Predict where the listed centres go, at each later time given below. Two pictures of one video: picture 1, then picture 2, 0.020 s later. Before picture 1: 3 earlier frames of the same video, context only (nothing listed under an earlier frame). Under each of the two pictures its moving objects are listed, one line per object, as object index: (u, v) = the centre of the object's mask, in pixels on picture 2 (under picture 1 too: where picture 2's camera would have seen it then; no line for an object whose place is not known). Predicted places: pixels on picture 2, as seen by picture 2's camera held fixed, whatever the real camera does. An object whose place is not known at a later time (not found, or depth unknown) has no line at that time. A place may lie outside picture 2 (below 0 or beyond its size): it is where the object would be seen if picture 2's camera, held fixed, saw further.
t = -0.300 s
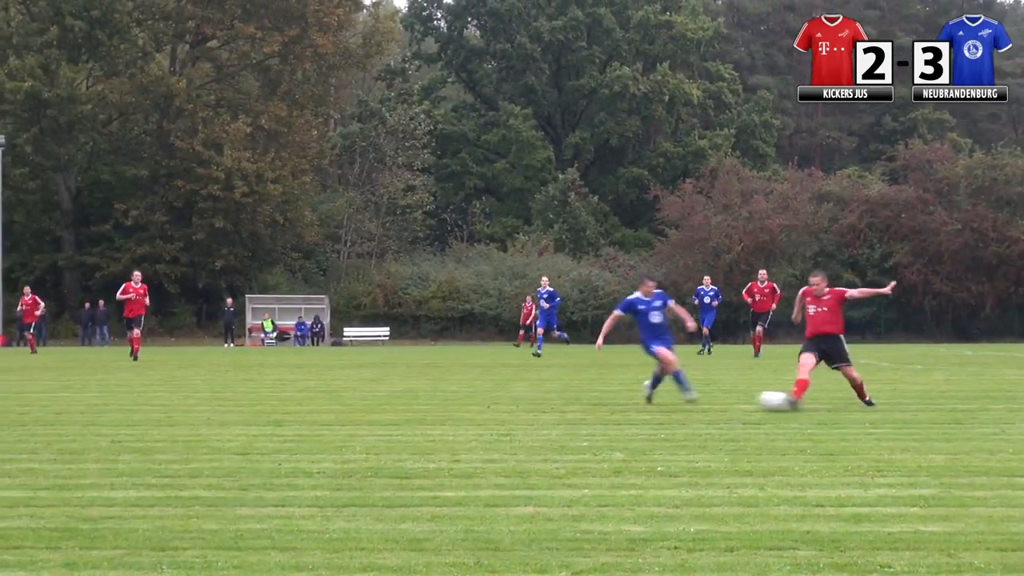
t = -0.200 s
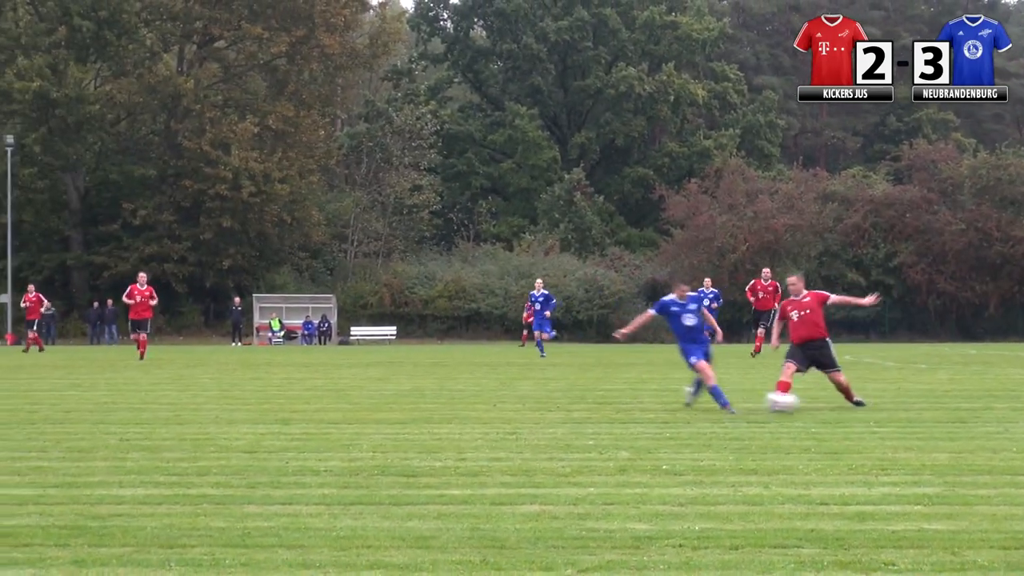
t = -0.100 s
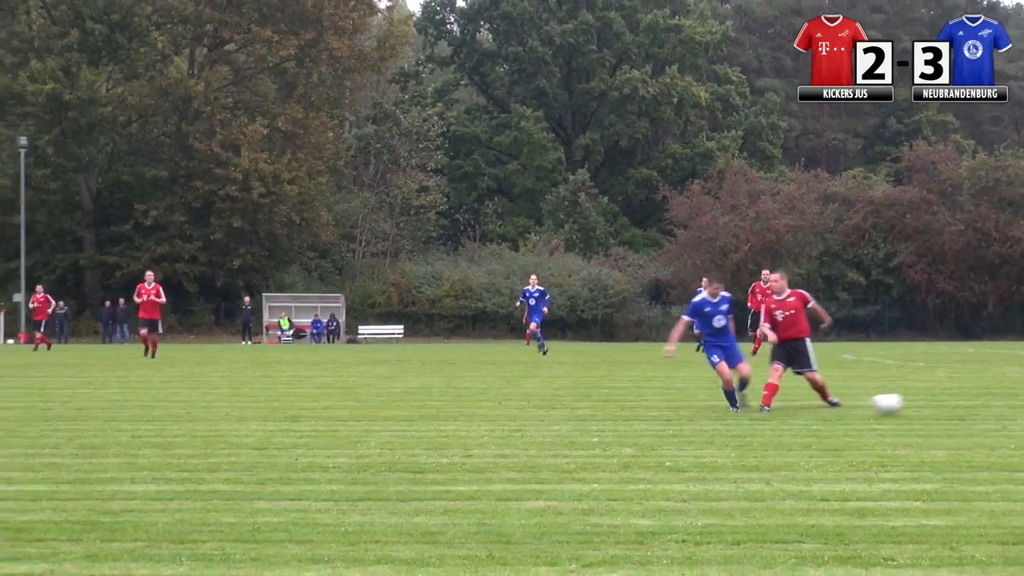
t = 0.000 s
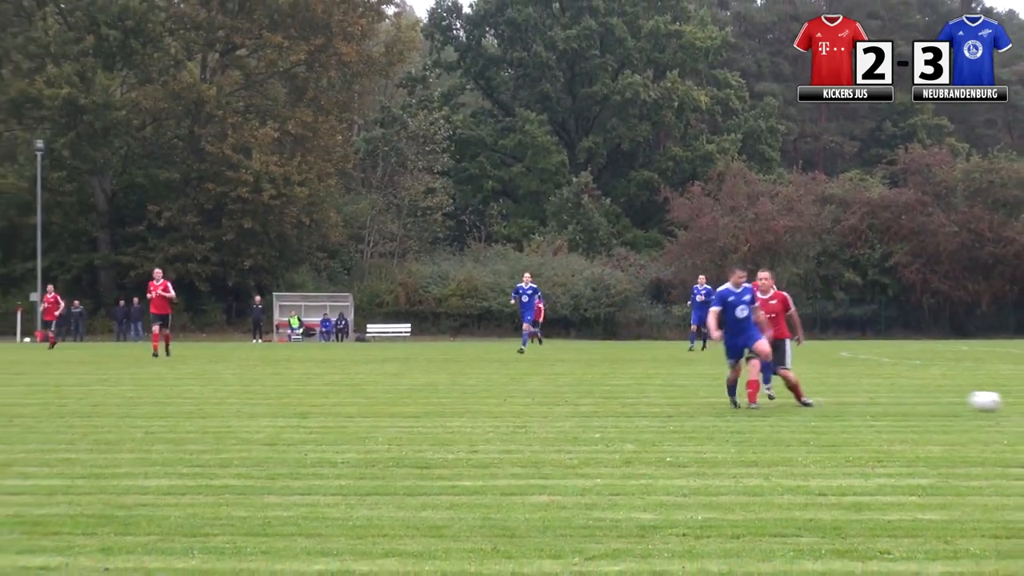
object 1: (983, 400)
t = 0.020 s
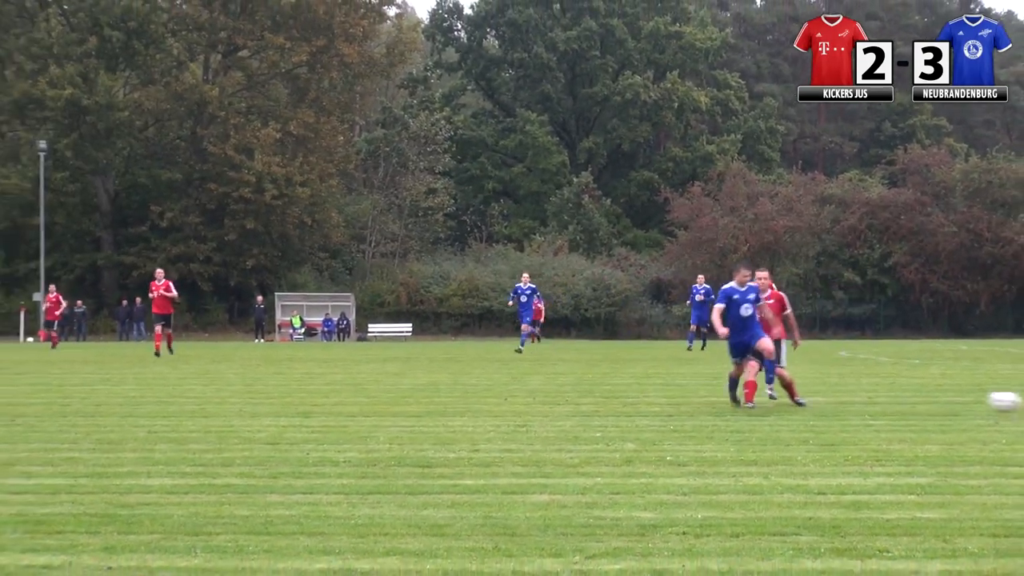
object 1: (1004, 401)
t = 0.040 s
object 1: (1018, 402)
